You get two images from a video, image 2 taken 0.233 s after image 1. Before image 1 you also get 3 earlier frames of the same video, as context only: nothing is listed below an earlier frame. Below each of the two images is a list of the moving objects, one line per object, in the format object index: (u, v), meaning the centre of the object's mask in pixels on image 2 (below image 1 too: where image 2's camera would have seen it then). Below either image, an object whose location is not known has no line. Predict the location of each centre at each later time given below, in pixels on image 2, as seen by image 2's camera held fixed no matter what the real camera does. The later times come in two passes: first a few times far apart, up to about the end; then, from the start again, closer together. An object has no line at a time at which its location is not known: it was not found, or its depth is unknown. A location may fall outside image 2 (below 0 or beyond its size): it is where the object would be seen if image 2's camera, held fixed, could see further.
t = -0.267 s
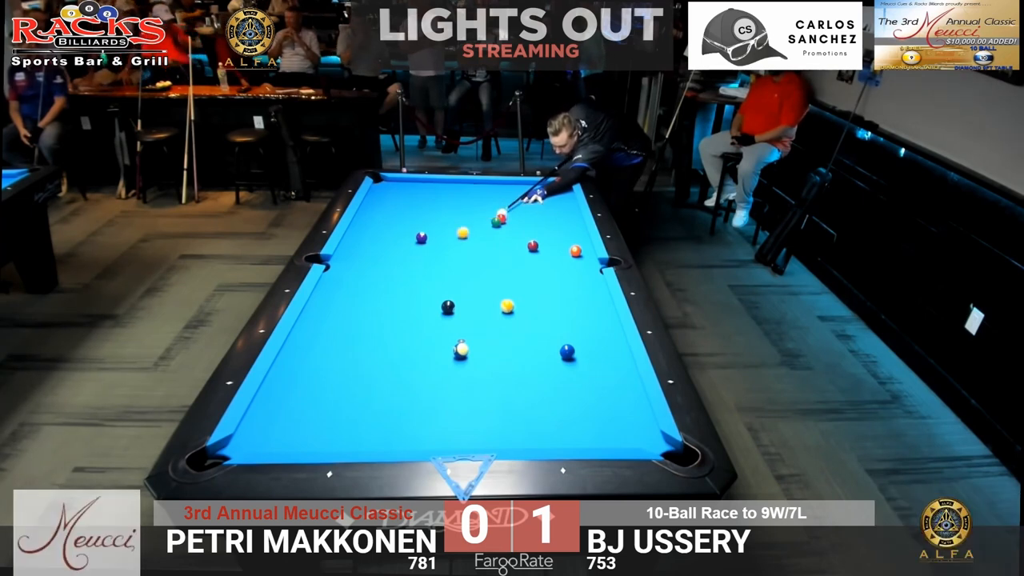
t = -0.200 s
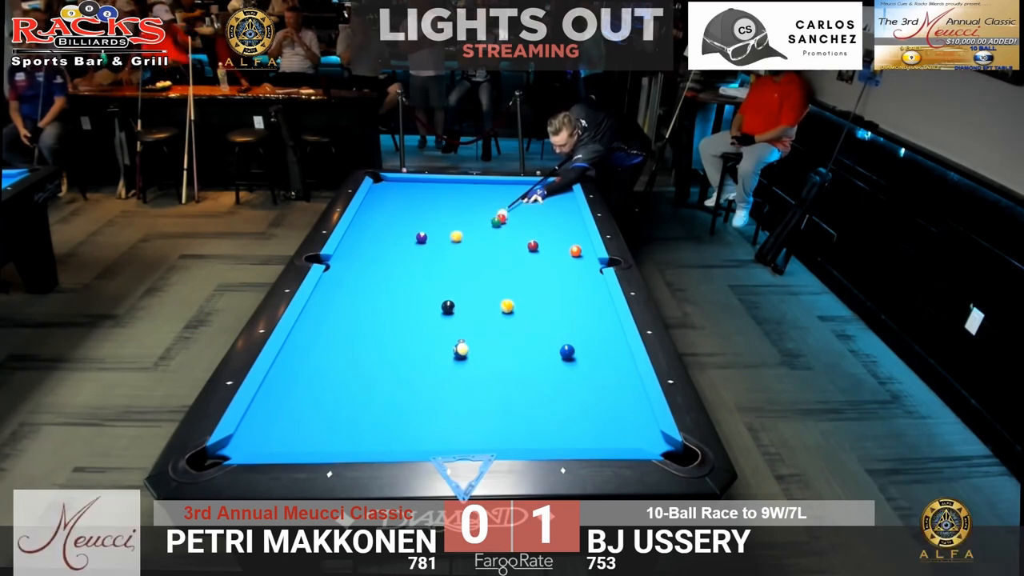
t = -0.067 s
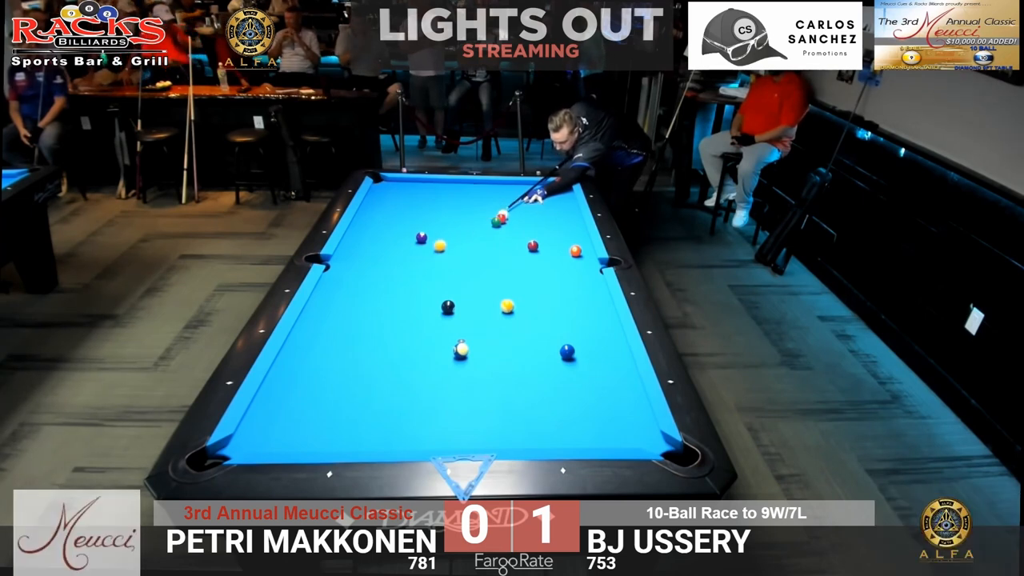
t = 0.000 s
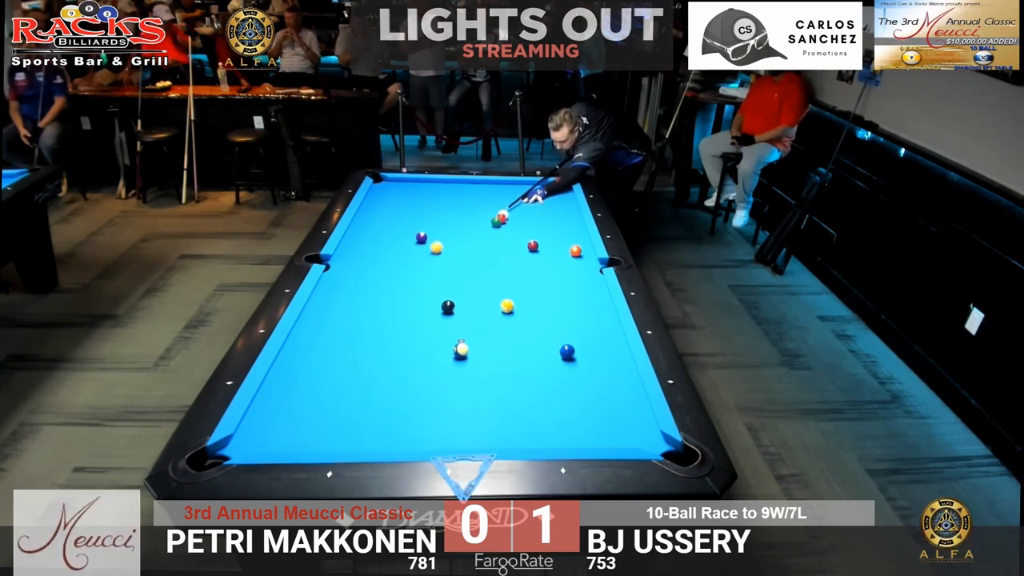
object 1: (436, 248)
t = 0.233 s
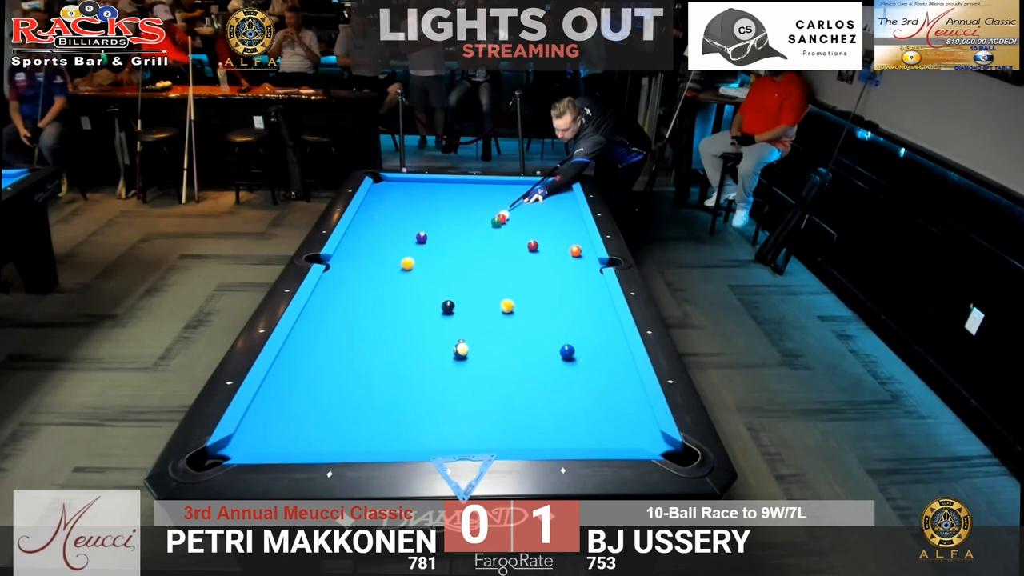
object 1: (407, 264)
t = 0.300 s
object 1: (400, 268)
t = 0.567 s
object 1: (371, 284)
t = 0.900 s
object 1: (326, 309)
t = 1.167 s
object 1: (308, 330)
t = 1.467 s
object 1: (318, 346)
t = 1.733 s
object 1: (325, 360)
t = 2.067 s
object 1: (337, 379)
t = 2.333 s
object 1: (347, 396)
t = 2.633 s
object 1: (357, 414)
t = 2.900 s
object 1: (364, 428)
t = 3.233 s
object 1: (375, 443)
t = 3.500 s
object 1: (388, 435)
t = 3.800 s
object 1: (397, 427)
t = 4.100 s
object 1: (406, 420)
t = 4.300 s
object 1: (411, 416)
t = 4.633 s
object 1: (417, 411)
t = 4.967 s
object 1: (420, 409)
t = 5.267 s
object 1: (421, 408)
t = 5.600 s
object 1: (421, 408)
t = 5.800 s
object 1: (421, 408)
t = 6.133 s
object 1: (421, 408)
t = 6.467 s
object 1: (421, 408)
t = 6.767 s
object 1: (421, 408)
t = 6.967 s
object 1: (421, 408)
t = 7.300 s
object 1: (421, 408)
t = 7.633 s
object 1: (421, 408)
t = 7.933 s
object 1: (421, 408)
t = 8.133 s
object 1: (421, 408)
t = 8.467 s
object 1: (421, 408)
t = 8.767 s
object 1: (421, 408)
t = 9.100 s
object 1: (421, 408)
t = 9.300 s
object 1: (421, 408)
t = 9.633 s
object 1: (421, 408)
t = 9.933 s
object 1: (421, 408)
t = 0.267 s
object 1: (403, 266)
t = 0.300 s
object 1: (400, 268)
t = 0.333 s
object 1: (396, 270)
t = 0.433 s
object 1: (392, 272)
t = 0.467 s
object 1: (388, 274)
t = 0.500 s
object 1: (379, 279)
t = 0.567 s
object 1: (371, 284)
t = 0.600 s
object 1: (367, 286)
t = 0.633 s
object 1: (362, 288)
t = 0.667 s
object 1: (353, 293)
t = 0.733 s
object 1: (345, 298)
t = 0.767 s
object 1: (340, 301)
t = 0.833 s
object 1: (335, 304)
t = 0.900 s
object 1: (326, 309)
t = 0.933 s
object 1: (321, 311)
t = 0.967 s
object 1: (316, 314)
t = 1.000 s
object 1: (306, 320)
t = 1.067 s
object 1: (304, 324)
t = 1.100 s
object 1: (306, 326)
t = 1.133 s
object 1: (307, 328)
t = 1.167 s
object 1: (308, 330)
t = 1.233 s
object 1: (309, 331)
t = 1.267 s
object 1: (310, 333)
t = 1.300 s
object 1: (311, 335)
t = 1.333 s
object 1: (312, 337)
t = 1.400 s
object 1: (316, 343)
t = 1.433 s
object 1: (316, 344)
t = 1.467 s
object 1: (318, 346)
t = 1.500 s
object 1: (319, 348)
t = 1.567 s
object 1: (321, 352)
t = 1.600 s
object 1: (322, 354)
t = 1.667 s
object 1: (324, 356)
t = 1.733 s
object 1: (325, 360)
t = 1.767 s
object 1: (327, 361)
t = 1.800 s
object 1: (328, 363)
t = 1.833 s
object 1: (330, 367)
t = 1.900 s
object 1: (332, 371)
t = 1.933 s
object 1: (334, 373)
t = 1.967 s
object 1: (335, 375)
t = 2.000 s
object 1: (336, 377)
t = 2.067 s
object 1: (337, 379)
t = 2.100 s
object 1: (338, 381)
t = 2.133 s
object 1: (339, 383)
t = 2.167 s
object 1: (340, 385)
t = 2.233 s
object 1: (344, 391)
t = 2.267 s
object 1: (345, 392)
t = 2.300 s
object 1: (346, 394)
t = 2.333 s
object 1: (347, 396)
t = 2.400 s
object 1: (349, 400)
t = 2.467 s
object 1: (350, 402)
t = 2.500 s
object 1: (352, 404)
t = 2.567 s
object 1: (354, 408)
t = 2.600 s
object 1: (355, 410)
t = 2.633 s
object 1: (357, 414)
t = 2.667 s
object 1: (358, 416)
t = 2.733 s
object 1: (360, 420)
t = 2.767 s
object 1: (361, 422)
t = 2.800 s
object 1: (362, 424)
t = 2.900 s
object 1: (364, 428)
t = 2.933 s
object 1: (365, 430)
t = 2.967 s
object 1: (366, 432)
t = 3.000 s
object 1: (368, 436)
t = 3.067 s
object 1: (371, 439)
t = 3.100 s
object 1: (372, 441)
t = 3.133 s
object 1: (373, 442)
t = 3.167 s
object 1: (374, 443)
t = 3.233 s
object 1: (375, 443)
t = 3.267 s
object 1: (377, 442)
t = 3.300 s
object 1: (378, 441)
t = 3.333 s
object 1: (380, 441)
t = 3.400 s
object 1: (384, 438)
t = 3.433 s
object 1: (385, 436)
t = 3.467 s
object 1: (387, 436)
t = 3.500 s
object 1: (388, 435)
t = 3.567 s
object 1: (390, 433)
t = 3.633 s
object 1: (392, 432)
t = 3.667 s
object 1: (393, 431)
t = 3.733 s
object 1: (395, 429)
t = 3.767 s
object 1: (396, 428)
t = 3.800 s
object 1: (397, 427)
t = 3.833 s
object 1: (399, 426)
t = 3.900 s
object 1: (402, 424)
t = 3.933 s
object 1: (403, 423)
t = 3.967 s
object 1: (403, 422)
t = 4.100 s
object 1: (406, 420)
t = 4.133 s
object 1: (407, 420)
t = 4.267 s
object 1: (411, 417)
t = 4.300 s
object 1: (411, 416)
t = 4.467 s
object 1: (414, 414)
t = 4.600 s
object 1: (416, 412)
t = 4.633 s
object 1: (417, 411)
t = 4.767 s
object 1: (418, 410)
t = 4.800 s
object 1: (419, 410)
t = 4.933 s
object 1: (419, 409)
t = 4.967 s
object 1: (420, 409)
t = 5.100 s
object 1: (421, 408)
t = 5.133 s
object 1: (421, 408)
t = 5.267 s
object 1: (421, 408)
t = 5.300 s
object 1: (421, 408)
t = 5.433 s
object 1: (421, 408)
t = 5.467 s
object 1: (421, 408)
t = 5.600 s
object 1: (421, 408)
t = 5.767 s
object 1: (421, 408)
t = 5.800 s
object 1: (421, 408)
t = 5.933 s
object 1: (421, 408)
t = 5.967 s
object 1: (421, 408)
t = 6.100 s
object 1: (421, 408)
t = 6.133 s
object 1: (421, 408)
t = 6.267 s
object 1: (421, 408)
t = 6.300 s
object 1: (421, 408)
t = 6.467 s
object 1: (421, 408)
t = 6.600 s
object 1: (421, 408)
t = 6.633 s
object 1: (421, 408)
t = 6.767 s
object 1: (421, 408)
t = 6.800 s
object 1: (421, 408)
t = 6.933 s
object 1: (421, 408)
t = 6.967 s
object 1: (421, 408)
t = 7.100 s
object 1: (421, 408)
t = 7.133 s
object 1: (421, 408)
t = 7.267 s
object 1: (421, 408)
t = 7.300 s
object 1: (421, 408)
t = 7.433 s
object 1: (421, 408)
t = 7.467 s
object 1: (421, 407)
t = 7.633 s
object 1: (421, 408)
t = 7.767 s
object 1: (421, 408)
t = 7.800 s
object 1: (421, 408)
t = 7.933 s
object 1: (421, 408)
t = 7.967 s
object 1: (421, 408)
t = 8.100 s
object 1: (421, 408)
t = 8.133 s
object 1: (421, 408)
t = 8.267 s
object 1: (421, 408)
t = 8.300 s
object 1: (421, 408)
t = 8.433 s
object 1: (421, 408)
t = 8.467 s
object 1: (421, 408)
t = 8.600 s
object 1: (421, 408)
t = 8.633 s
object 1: (421, 408)
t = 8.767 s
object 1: (421, 408)
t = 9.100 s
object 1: (421, 408)
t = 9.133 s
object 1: (421, 408)
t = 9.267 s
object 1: (421, 408)
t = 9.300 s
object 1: (421, 408)
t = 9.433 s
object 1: (421, 408)
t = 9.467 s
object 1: (421, 408)
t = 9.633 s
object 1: (421, 408)
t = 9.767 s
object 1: (421, 408)
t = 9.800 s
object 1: (421, 408)
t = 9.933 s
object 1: (421, 408)
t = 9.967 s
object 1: (421, 408)
